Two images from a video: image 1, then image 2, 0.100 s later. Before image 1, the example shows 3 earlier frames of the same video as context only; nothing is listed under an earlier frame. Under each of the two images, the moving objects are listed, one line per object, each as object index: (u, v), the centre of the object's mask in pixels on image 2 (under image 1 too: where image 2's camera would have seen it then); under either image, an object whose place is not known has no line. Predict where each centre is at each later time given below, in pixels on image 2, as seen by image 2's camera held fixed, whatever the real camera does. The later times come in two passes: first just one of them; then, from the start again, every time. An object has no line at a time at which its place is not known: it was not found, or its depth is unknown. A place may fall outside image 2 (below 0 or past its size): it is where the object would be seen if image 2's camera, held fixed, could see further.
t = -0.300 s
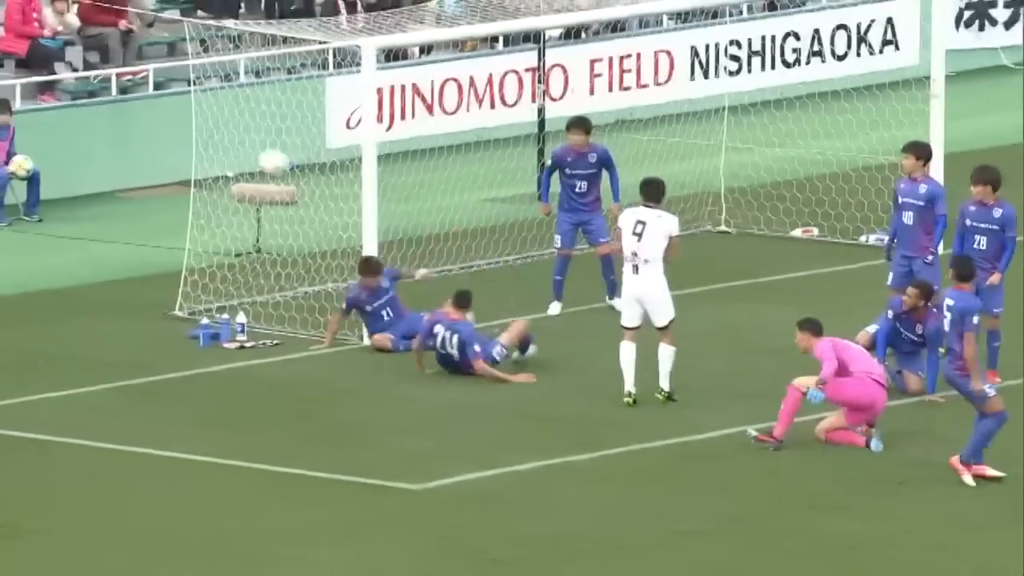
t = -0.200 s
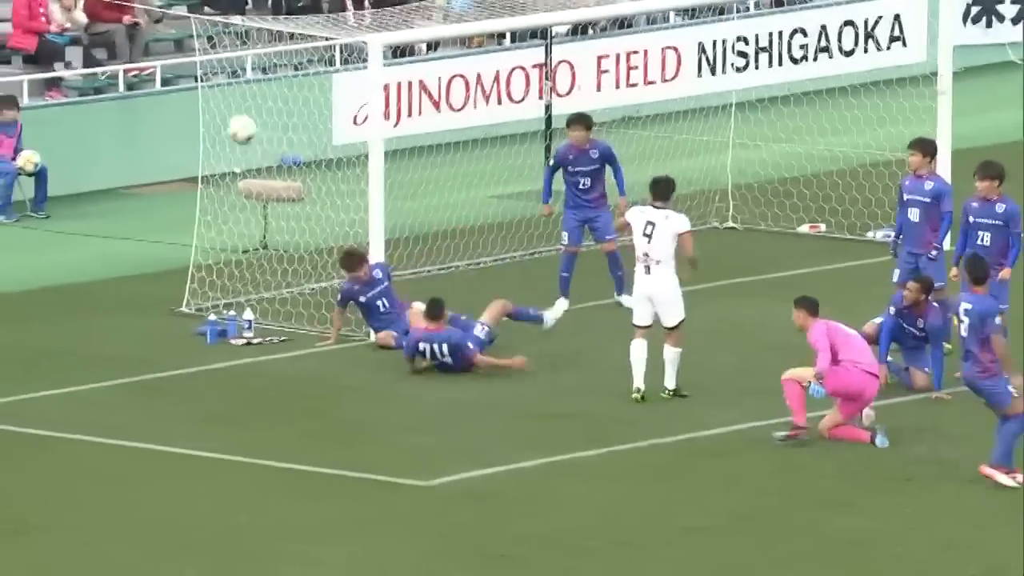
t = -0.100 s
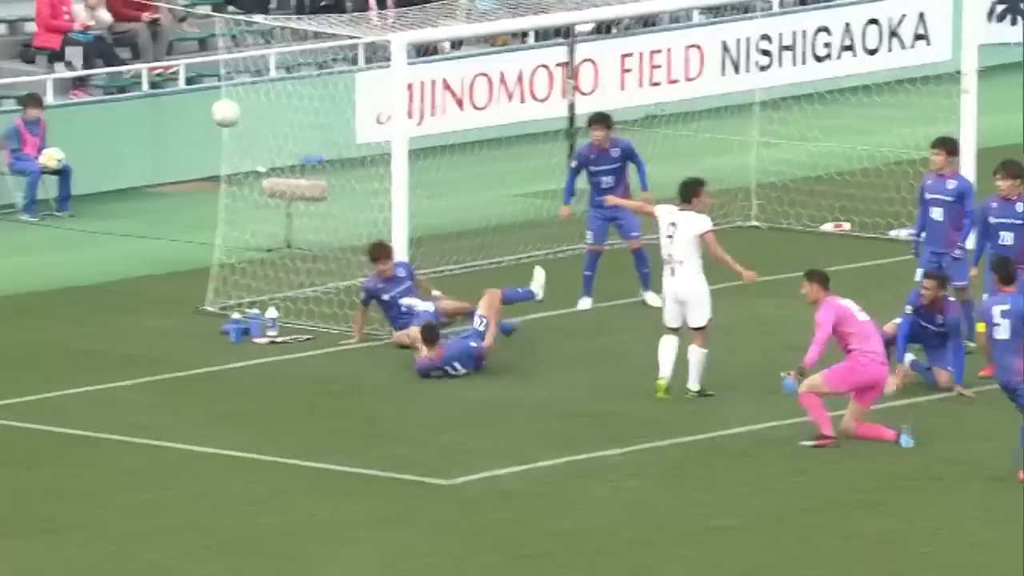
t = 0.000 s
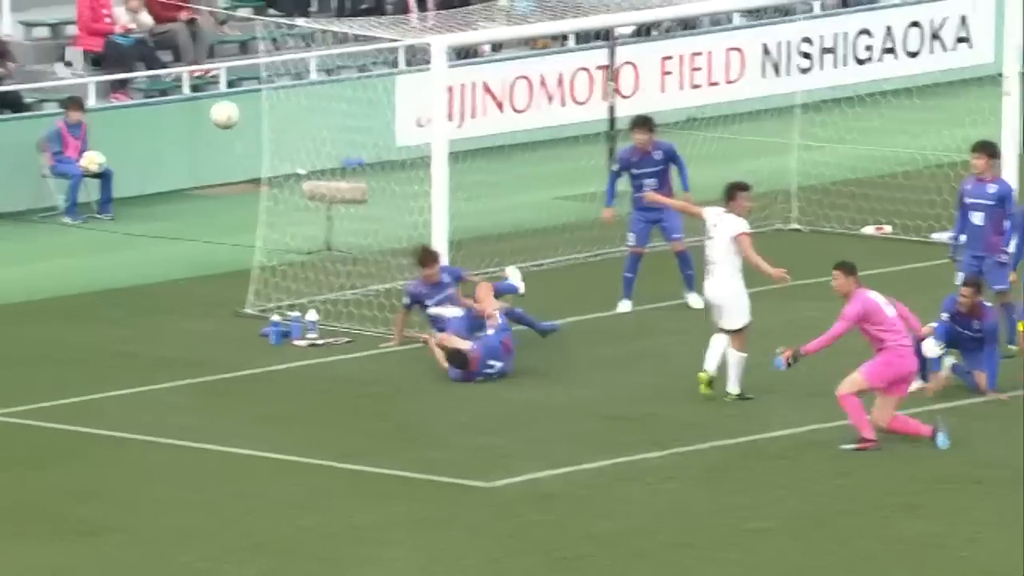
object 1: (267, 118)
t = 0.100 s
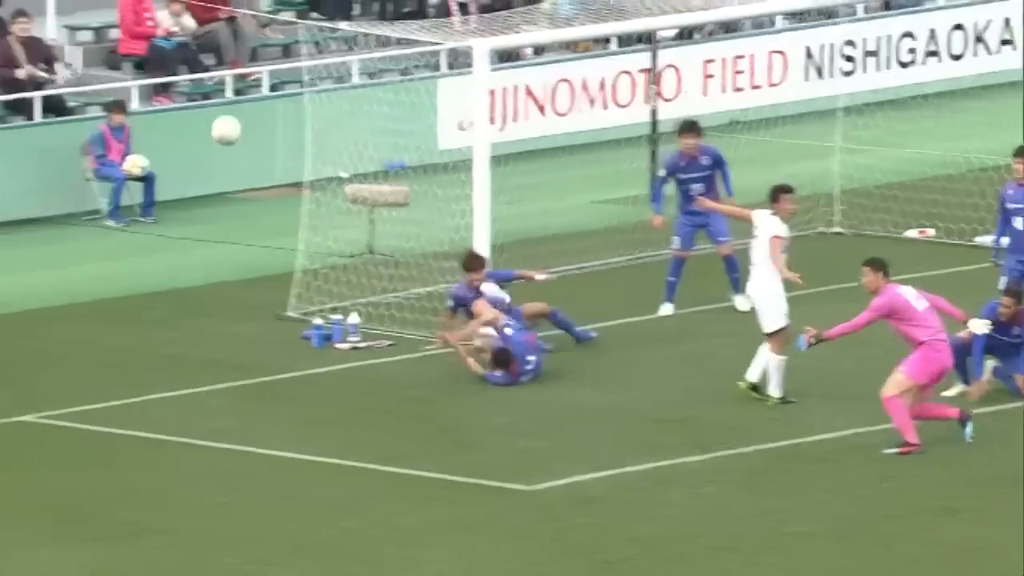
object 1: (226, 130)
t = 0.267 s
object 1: (155, 182)
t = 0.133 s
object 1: (212, 137)
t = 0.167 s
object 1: (198, 146)
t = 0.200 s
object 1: (183, 157)
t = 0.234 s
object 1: (170, 169)
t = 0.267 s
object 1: (155, 182)
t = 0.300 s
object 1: (141, 199)
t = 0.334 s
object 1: (126, 216)
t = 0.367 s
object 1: (110, 235)
